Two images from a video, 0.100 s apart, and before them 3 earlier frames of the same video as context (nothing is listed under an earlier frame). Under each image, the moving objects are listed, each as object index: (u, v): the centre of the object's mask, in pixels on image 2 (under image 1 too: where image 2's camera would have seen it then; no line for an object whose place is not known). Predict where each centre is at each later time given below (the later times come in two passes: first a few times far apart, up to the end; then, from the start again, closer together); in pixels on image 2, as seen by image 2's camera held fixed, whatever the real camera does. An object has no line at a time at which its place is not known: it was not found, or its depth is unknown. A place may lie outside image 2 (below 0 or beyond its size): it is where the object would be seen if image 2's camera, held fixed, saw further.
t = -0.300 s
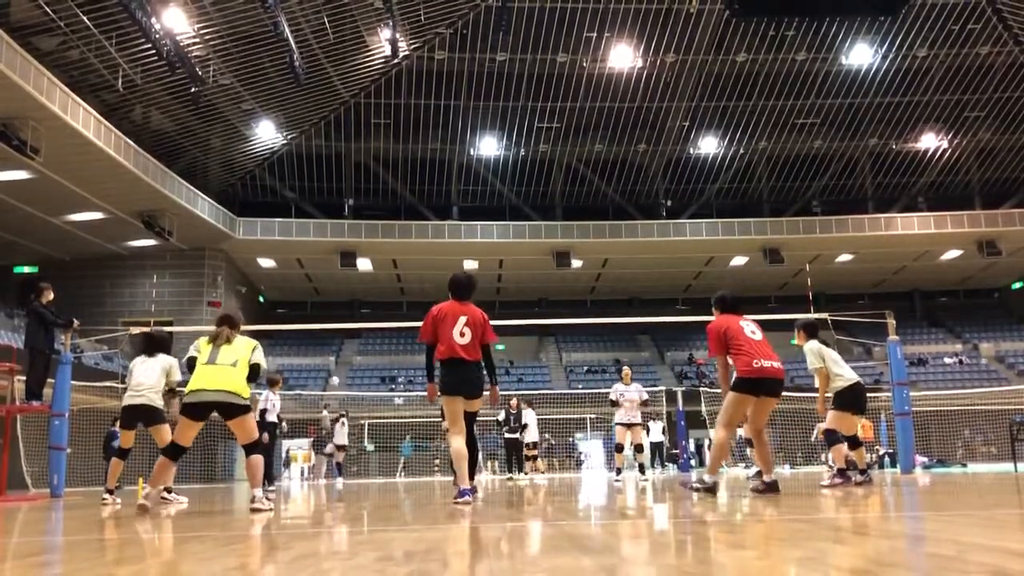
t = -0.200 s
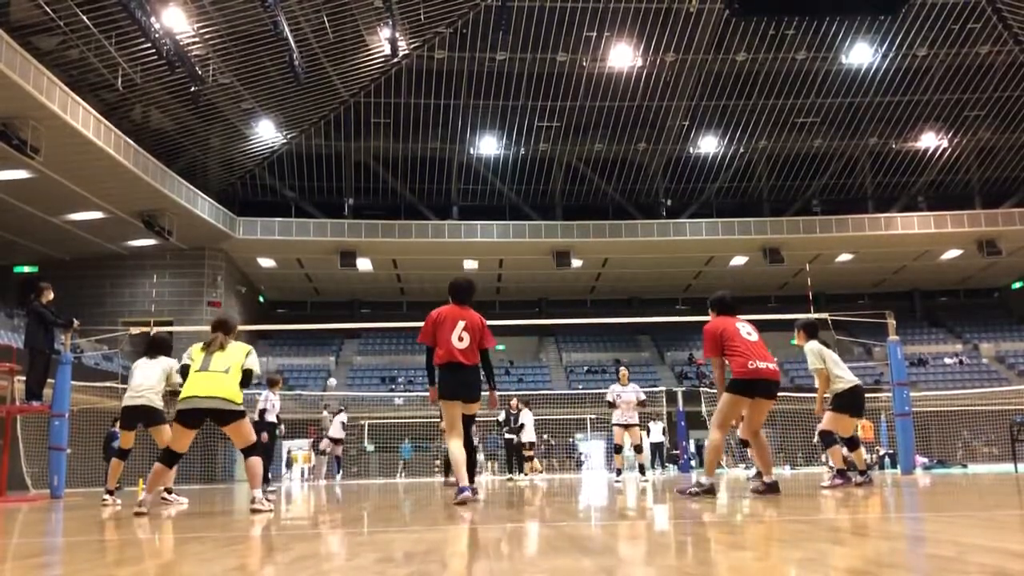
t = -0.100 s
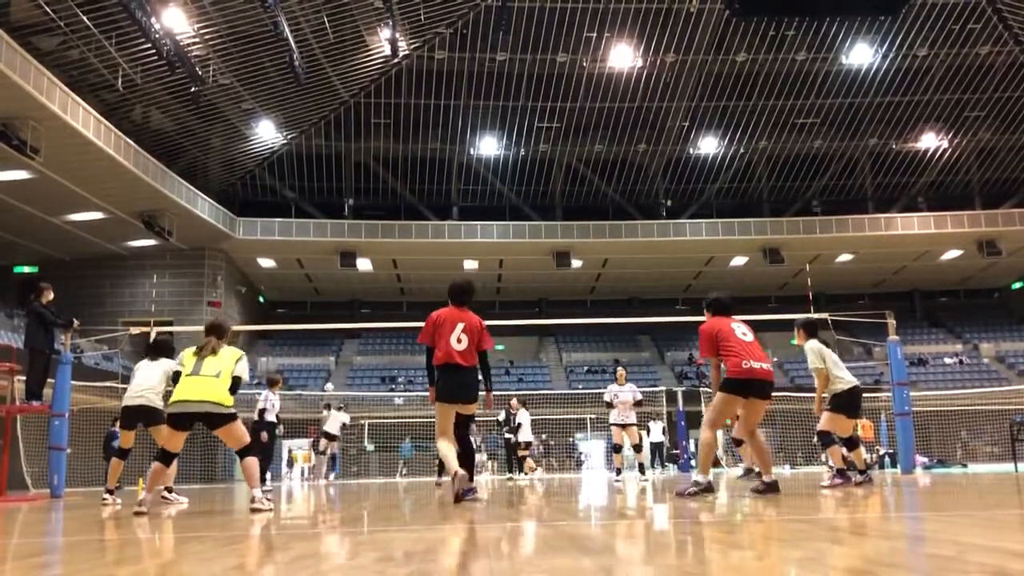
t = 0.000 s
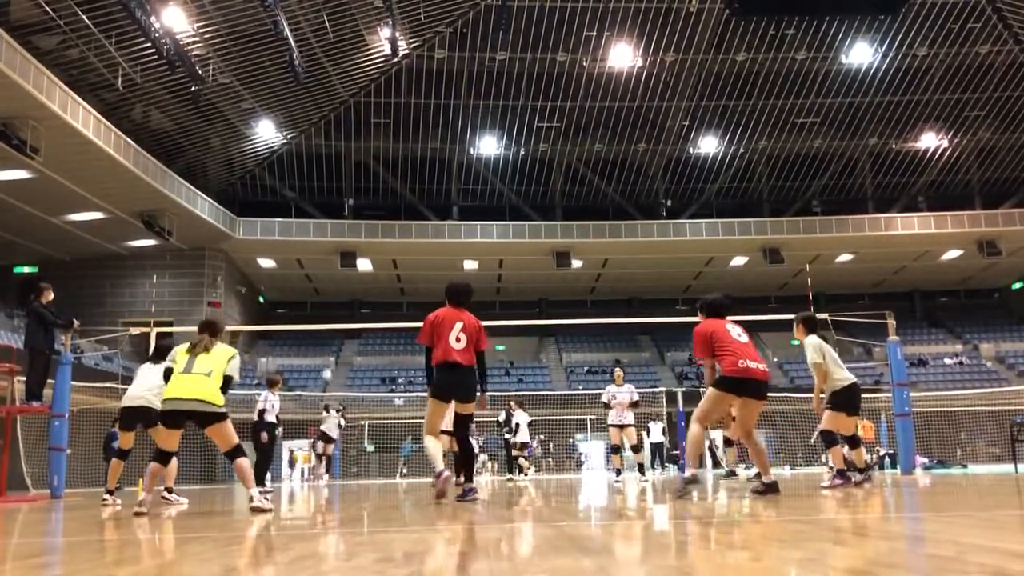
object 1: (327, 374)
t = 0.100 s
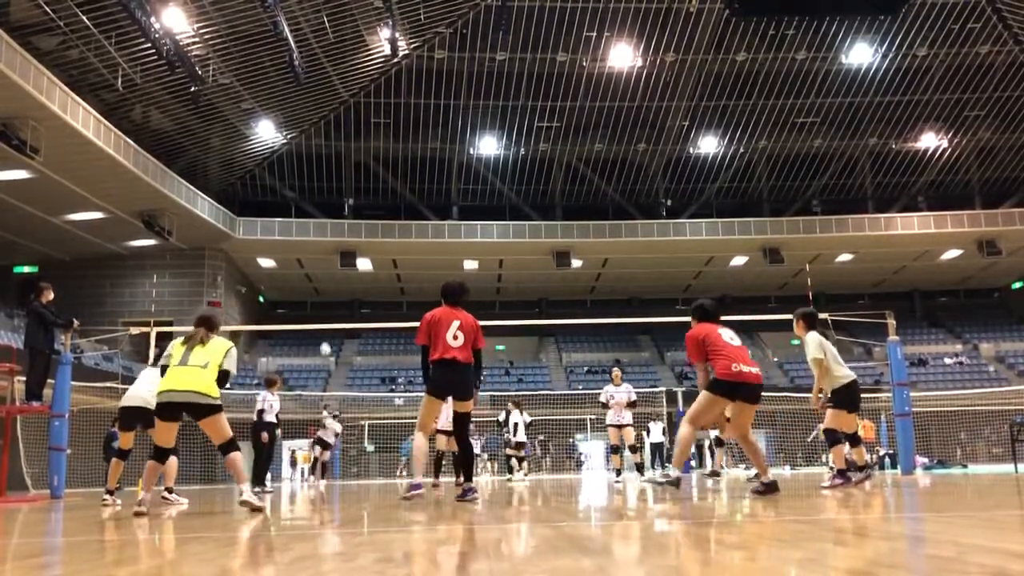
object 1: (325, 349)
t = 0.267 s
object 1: (321, 311)
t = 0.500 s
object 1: (309, 269)
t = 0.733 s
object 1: (286, 247)
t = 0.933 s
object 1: (257, 257)
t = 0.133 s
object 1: (324, 341)
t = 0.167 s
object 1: (324, 333)
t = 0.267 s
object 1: (321, 311)
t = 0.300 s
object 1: (320, 304)
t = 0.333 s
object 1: (319, 298)
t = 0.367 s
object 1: (318, 291)
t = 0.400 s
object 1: (316, 285)
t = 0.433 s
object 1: (314, 279)
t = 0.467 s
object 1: (312, 274)
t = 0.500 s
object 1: (309, 269)
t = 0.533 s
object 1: (306, 264)
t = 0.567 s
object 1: (303, 260)
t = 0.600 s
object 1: (300, 257)
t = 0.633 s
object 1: (296, 253)
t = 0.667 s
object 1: (293, 250)
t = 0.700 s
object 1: (290, 247)
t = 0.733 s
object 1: (286, 247)
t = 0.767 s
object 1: (283, 246)
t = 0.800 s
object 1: (278, 246)
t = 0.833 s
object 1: (274, 246)
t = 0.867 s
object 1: (269, 248)
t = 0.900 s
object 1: (263, 252)
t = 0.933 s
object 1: (257, 257)
